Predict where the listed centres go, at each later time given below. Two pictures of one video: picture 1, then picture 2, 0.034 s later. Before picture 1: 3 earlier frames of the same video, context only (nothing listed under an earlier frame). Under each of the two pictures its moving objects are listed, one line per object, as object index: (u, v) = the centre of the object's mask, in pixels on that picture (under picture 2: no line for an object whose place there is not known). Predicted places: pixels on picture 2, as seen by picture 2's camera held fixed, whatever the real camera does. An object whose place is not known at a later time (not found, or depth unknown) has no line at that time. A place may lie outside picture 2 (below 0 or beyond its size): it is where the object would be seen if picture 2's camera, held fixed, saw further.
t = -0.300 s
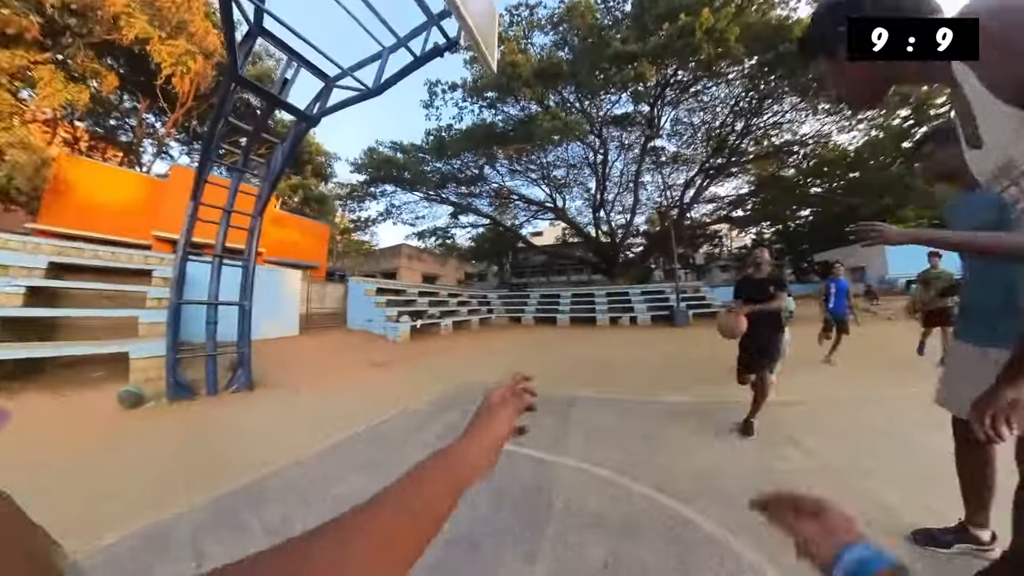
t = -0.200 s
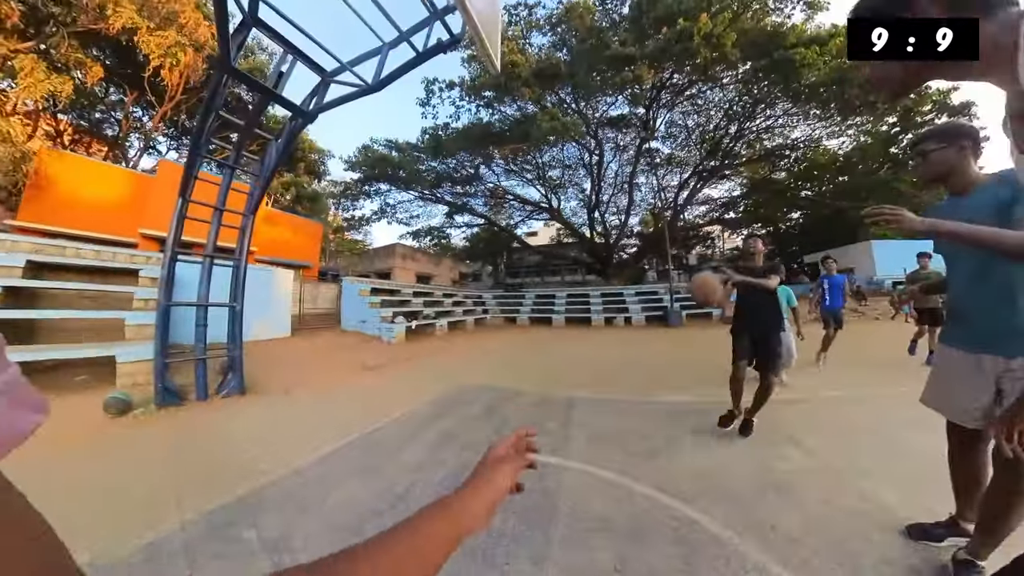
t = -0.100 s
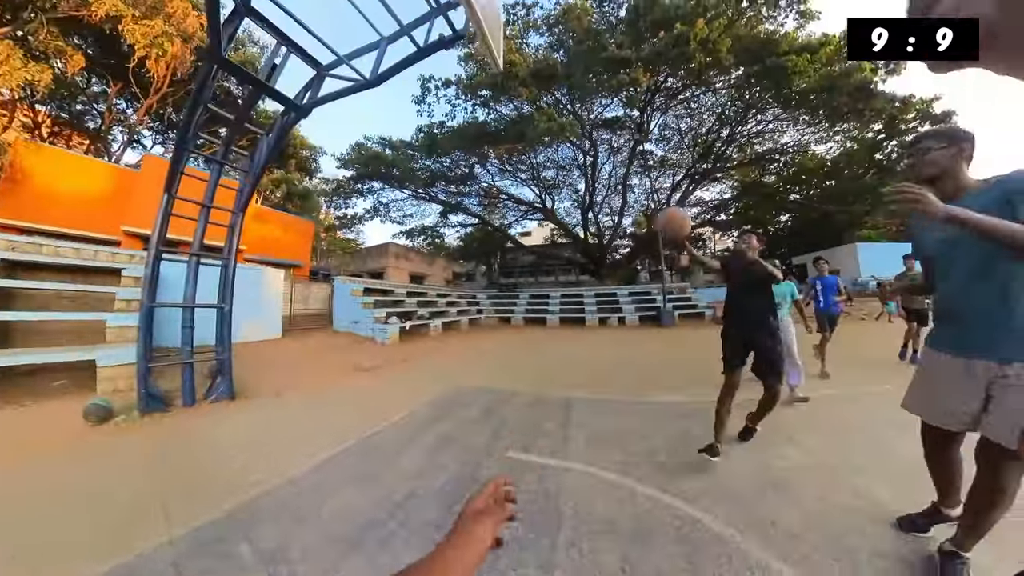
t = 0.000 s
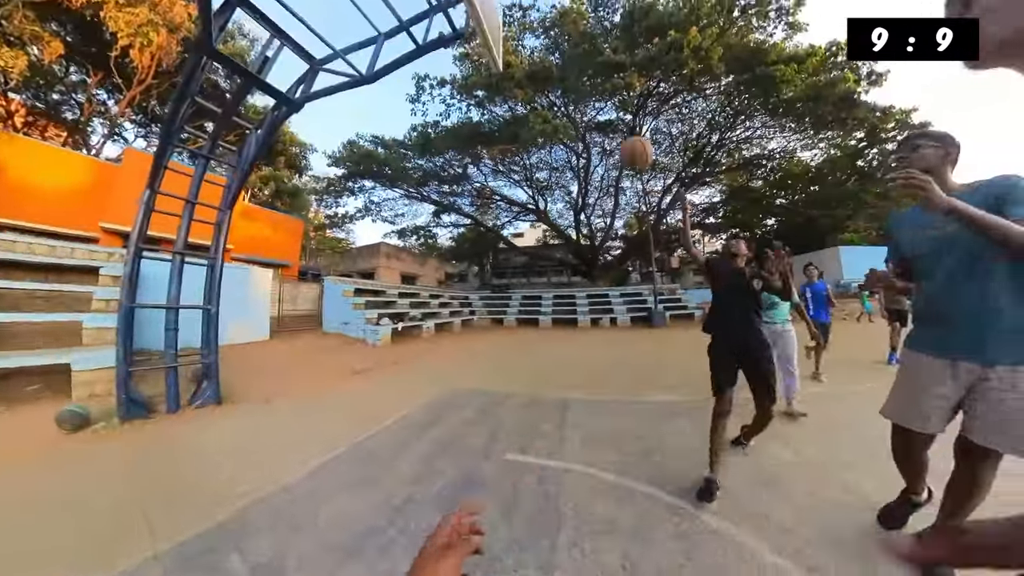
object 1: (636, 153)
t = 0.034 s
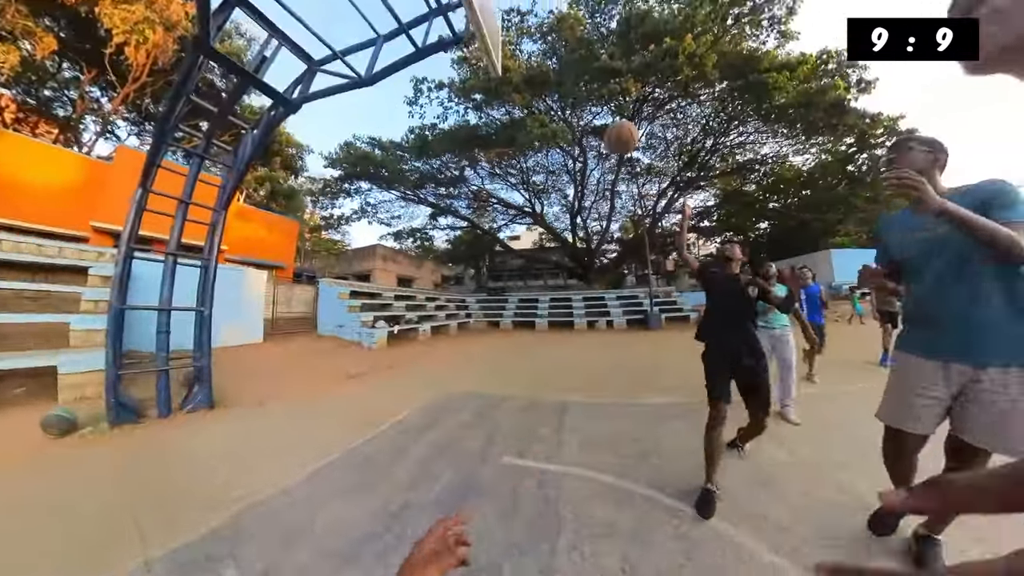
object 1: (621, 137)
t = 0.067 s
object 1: (608, 121)
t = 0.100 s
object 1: (595, 102)
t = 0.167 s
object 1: (564, 84)
